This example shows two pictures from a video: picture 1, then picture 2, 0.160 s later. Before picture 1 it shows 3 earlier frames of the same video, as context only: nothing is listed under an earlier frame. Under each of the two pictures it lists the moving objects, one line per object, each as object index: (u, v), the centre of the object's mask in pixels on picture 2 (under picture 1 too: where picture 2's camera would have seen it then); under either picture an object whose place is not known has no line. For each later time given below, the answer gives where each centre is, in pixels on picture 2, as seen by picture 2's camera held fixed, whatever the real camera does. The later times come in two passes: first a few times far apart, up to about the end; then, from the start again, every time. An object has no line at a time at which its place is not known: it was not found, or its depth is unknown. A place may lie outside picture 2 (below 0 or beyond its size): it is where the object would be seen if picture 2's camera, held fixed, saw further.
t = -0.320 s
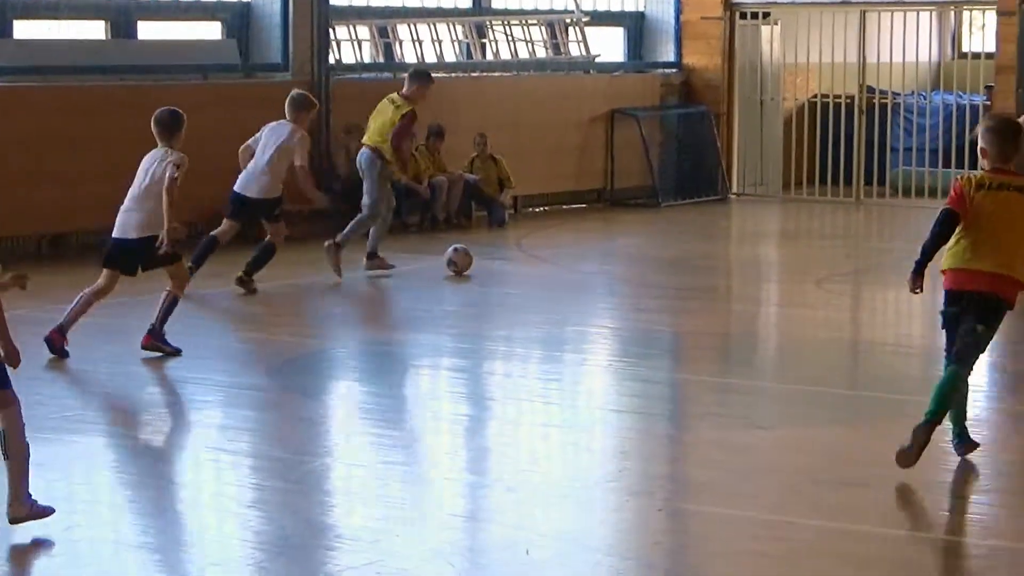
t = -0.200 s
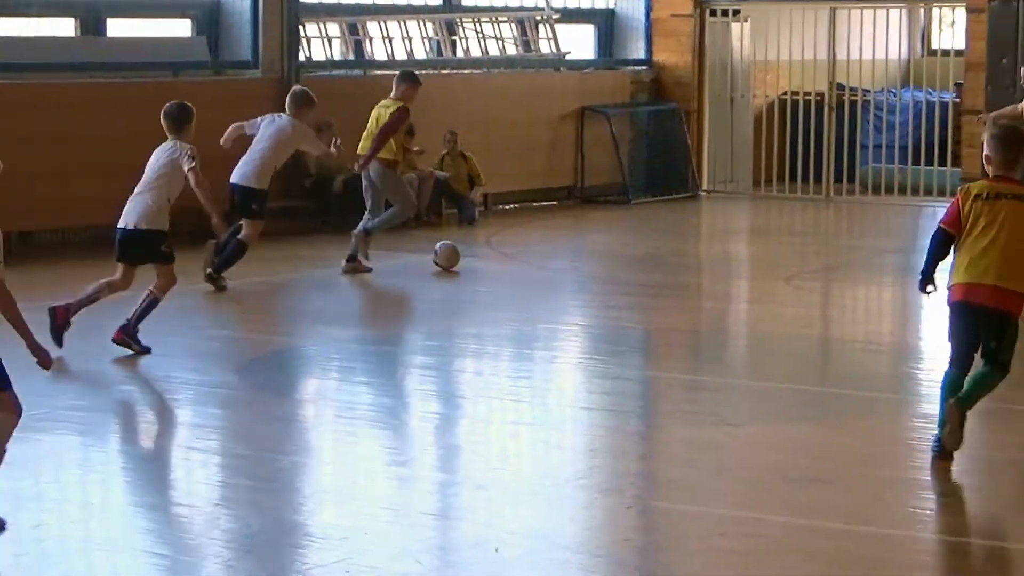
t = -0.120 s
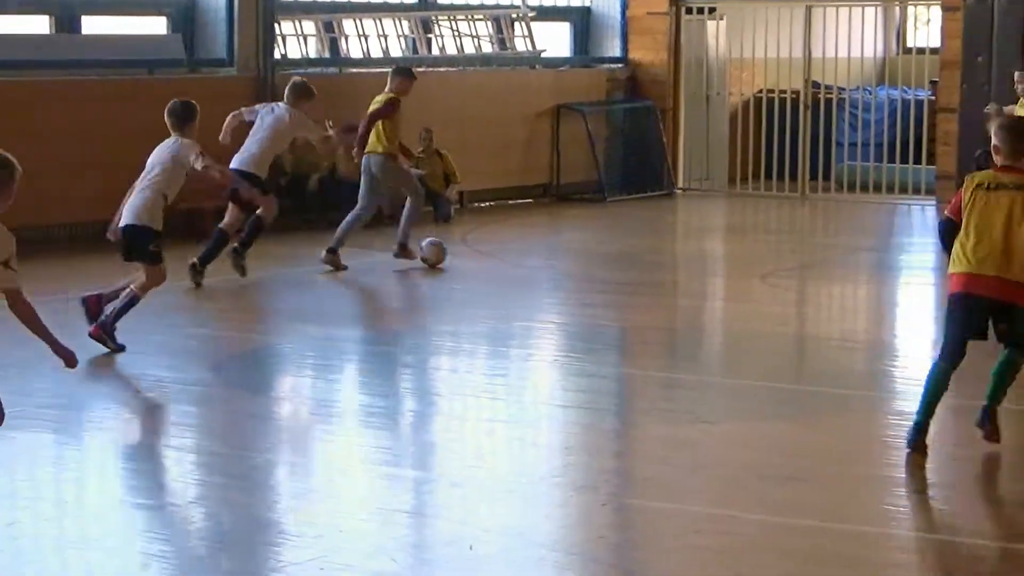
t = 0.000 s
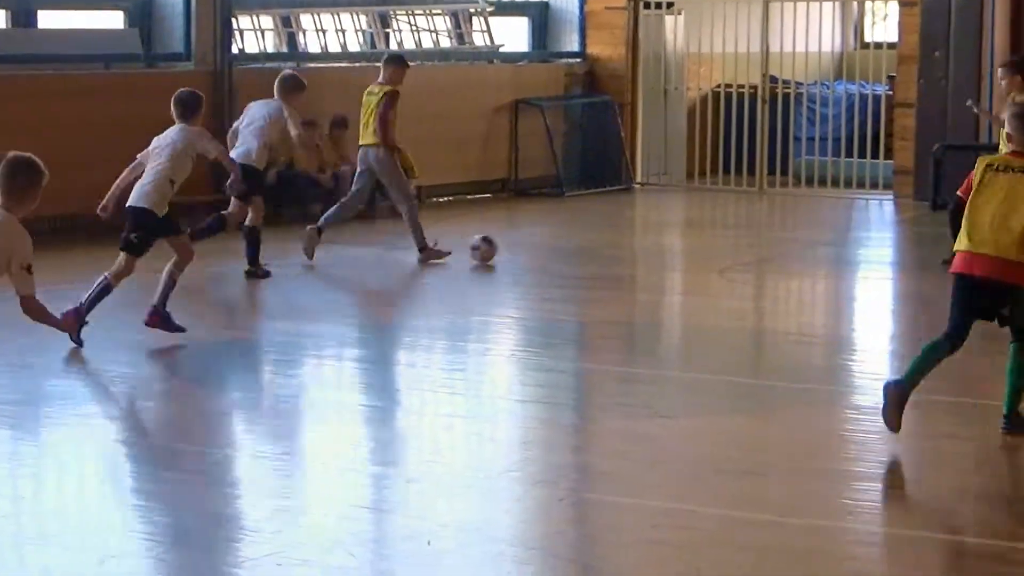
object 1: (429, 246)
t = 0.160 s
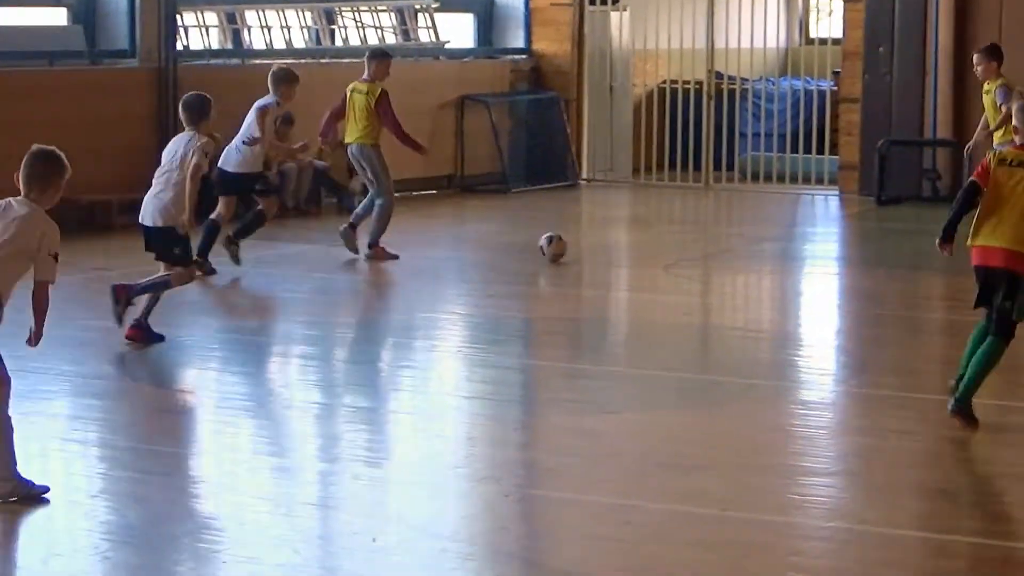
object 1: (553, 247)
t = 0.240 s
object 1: (608, 247)
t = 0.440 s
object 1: (732, 246)
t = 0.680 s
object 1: (857, 247)
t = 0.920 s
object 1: (977, 247)
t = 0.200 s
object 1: (580, 247)
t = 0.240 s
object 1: (608, 247)
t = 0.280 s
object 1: (635, 247)
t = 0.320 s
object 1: (661, 247)
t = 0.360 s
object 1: (685, 247)
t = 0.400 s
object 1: (709, 246)
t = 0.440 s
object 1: (732, 246)
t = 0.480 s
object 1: (754, 246)
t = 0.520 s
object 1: (776, 247)
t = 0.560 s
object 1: (797, 247)
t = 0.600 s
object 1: (817, 245)
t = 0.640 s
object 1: (837, 246)
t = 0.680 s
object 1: (857, 247)
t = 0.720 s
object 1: (875, 247)
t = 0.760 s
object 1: (897, 247)
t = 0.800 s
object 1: (915, 247)
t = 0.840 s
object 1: (936, 247)
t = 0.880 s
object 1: (956, 247)
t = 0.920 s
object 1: (977, 247)
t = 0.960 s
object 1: (996, 248)
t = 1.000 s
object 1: (1017, 248)
